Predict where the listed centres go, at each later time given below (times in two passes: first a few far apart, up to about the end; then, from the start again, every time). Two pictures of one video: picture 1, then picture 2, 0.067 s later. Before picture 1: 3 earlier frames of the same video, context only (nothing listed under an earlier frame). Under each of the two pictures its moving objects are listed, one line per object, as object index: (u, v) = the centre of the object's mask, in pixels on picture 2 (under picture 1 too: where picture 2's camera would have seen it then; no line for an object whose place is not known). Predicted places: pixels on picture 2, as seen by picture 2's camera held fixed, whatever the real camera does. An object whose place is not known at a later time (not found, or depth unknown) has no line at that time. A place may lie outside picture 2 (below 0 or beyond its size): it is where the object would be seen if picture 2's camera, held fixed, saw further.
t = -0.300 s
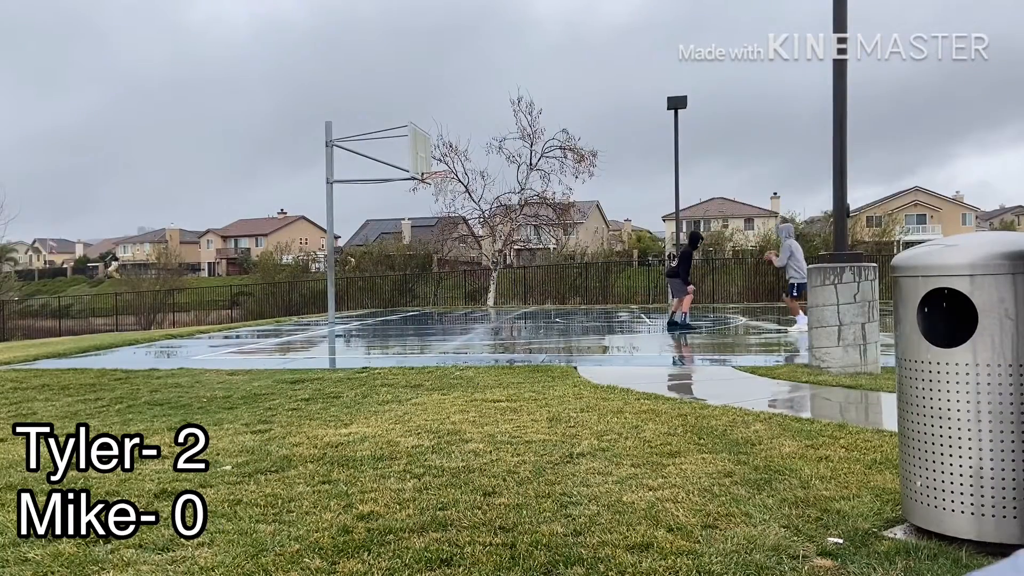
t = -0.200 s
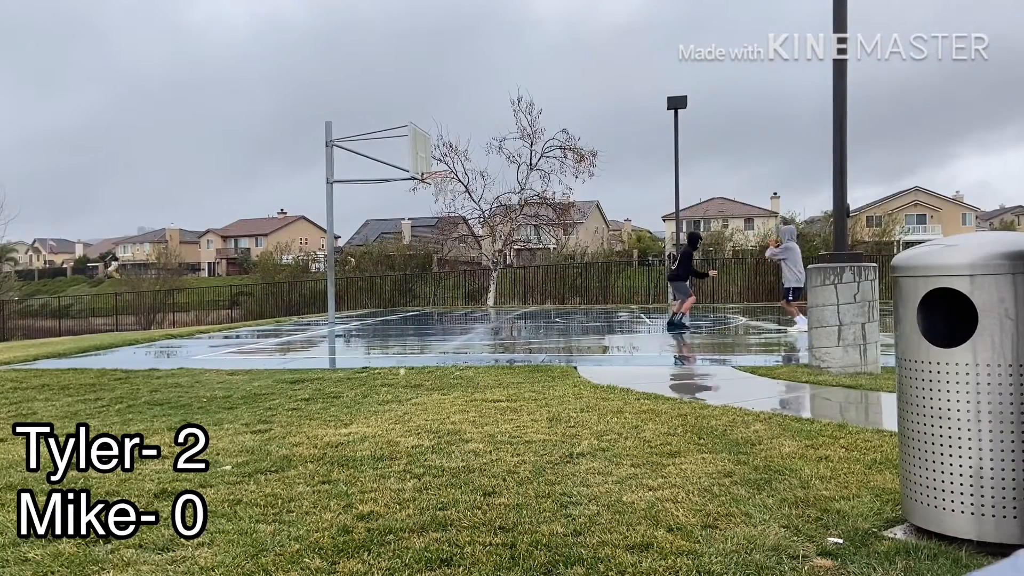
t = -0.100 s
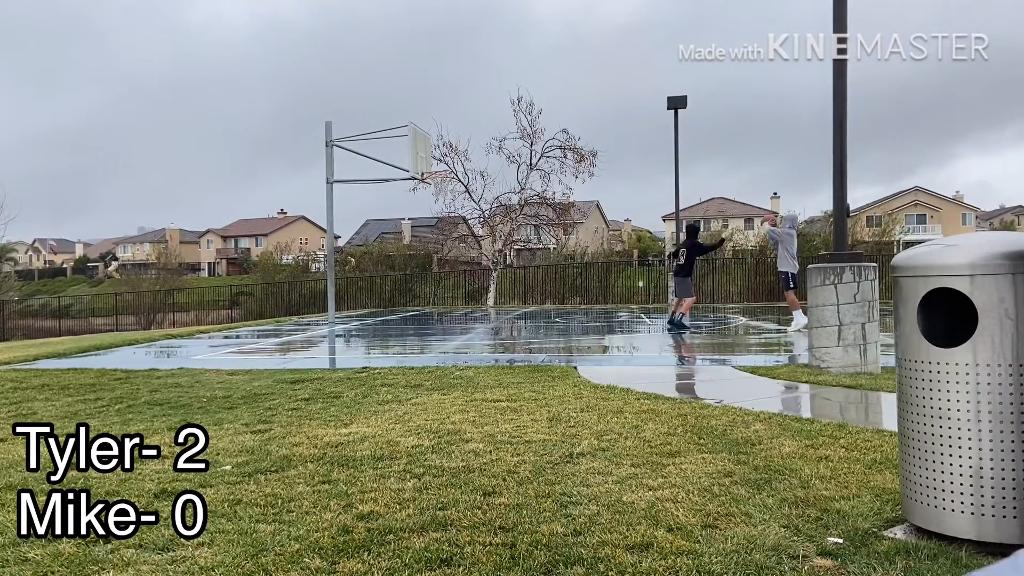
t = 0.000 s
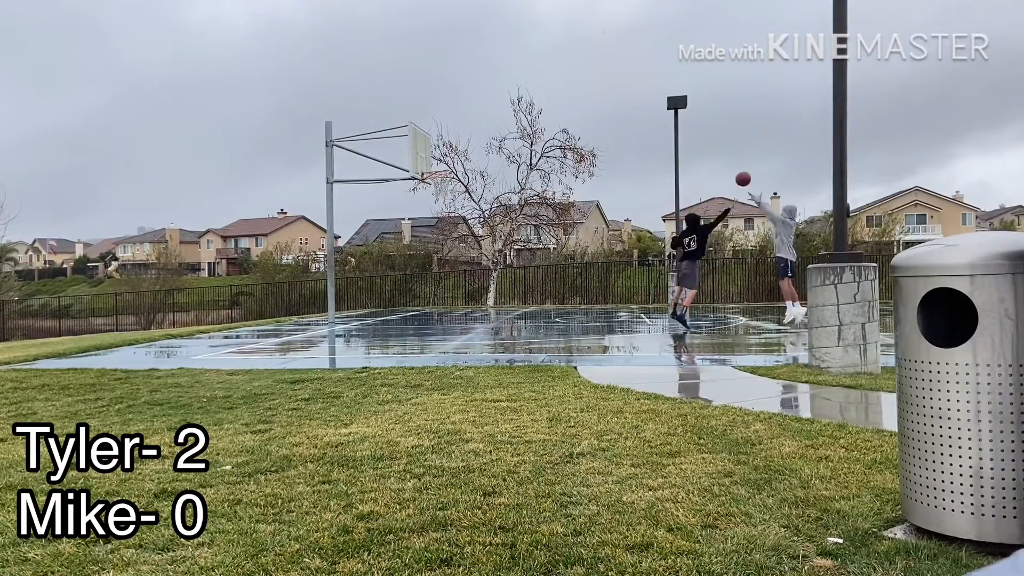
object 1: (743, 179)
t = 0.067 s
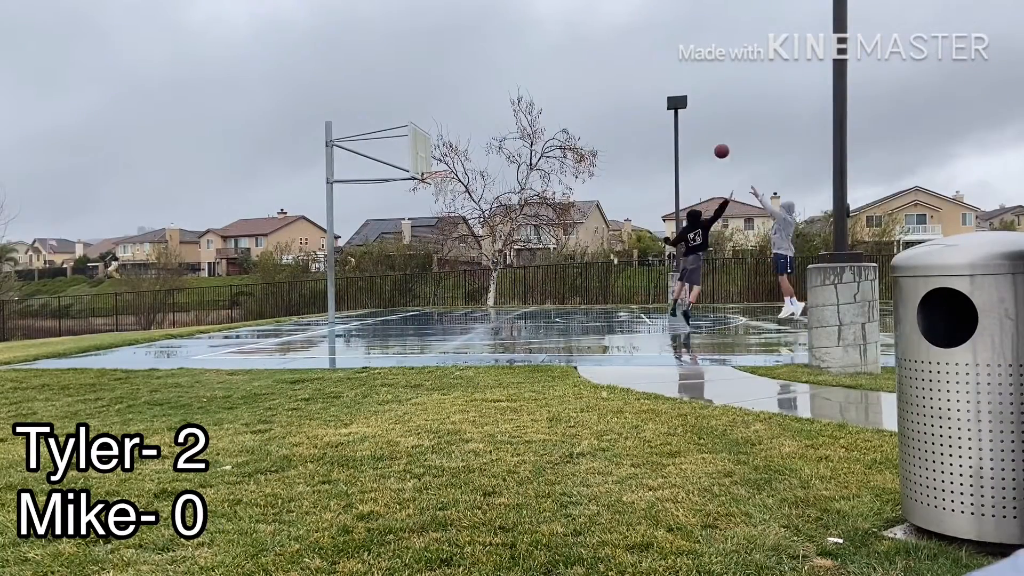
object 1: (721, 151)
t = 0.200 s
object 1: (681, 105)
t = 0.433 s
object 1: (619, 55)
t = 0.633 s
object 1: (572, 37)
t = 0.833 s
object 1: (529, 42)
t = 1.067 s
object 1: (485, 73)
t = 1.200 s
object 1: (462, 101)
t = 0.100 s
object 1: (711, 138)
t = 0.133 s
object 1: (701, 127)
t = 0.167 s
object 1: (691, 115)
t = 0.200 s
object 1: (681, 105)
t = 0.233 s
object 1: (671, 95)
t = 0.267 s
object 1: (662, 87)
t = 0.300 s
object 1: (653, 79)
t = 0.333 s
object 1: (644, 72)
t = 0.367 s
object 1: (636, 66)
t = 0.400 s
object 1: (627, 60)
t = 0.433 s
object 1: (619, 55)
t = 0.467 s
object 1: (611, 50)
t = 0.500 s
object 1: (603, 46)
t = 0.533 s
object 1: (595, 43)
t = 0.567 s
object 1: (587, 41)
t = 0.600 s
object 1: (579, 39)
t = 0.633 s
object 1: (572, 37)
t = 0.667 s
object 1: (564, 37)
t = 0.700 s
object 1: (557, 37)
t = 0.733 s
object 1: (550, 37)
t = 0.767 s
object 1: (543, 38)
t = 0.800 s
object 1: (536, 40)
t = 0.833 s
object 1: (529, 42)
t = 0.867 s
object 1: (523, 45)
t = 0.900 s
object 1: (516, 48)
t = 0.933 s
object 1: (510, 52)
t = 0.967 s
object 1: (503, 57)
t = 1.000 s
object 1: (497, 61)
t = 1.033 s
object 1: (491, 67)
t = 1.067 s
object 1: (485, 73)
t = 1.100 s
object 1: (479, 79)
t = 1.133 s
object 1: (473, 86)
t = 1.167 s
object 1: (467, 93)
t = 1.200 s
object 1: (462, 101)
